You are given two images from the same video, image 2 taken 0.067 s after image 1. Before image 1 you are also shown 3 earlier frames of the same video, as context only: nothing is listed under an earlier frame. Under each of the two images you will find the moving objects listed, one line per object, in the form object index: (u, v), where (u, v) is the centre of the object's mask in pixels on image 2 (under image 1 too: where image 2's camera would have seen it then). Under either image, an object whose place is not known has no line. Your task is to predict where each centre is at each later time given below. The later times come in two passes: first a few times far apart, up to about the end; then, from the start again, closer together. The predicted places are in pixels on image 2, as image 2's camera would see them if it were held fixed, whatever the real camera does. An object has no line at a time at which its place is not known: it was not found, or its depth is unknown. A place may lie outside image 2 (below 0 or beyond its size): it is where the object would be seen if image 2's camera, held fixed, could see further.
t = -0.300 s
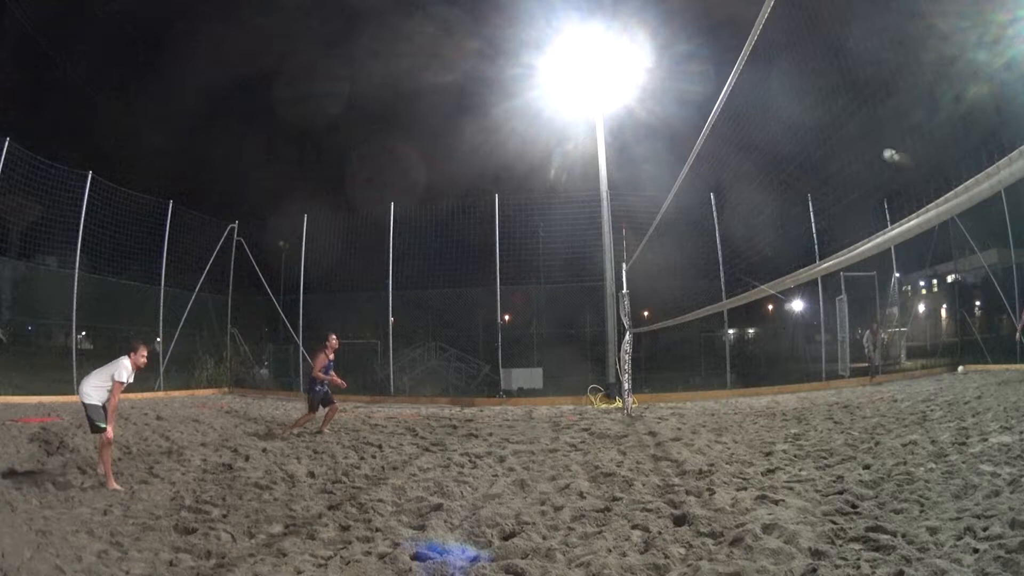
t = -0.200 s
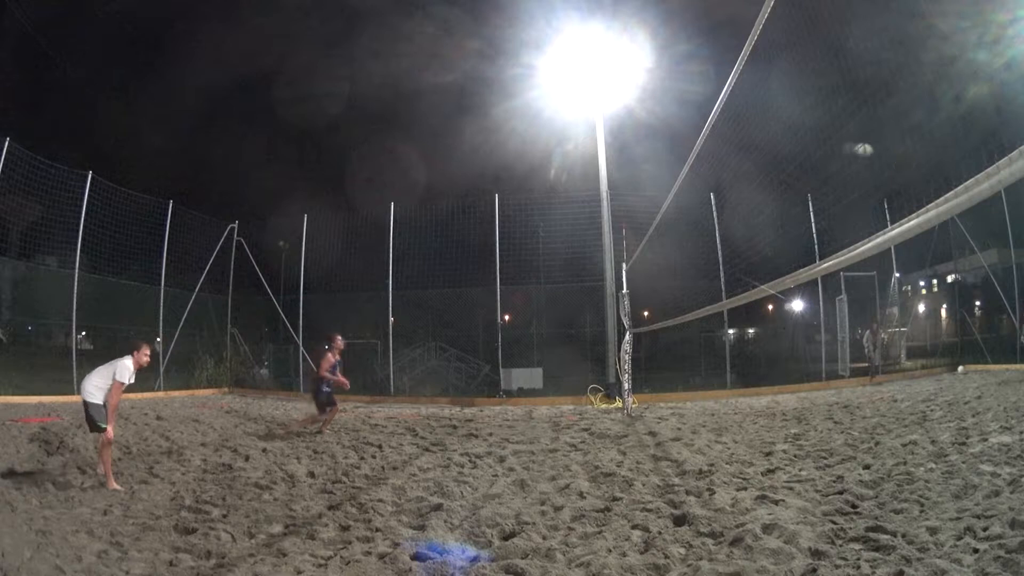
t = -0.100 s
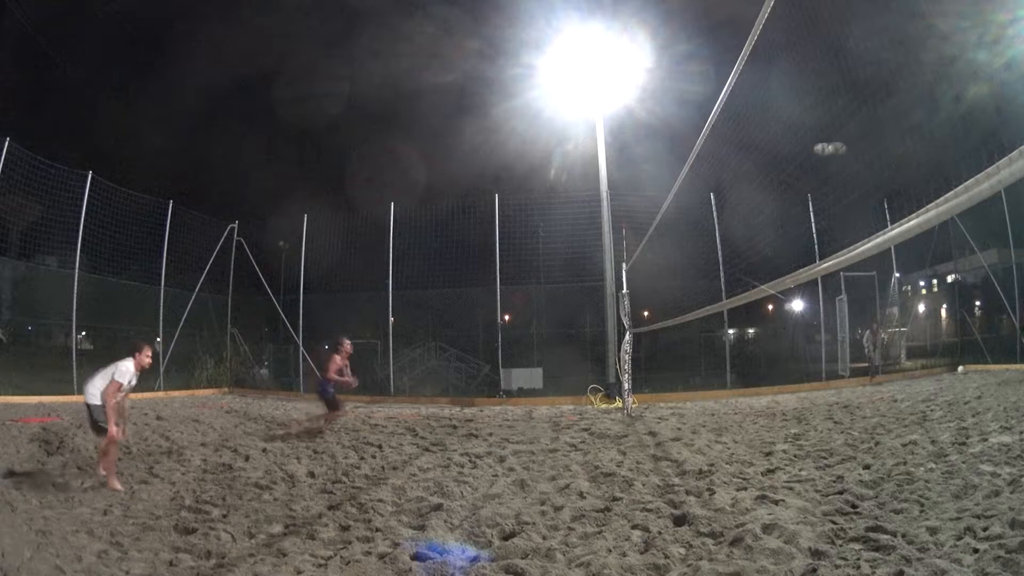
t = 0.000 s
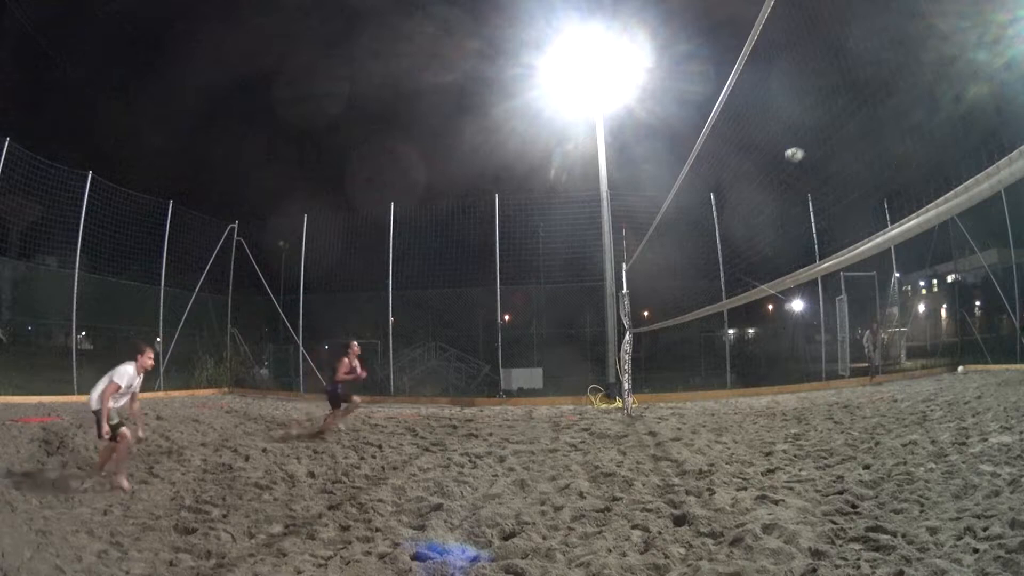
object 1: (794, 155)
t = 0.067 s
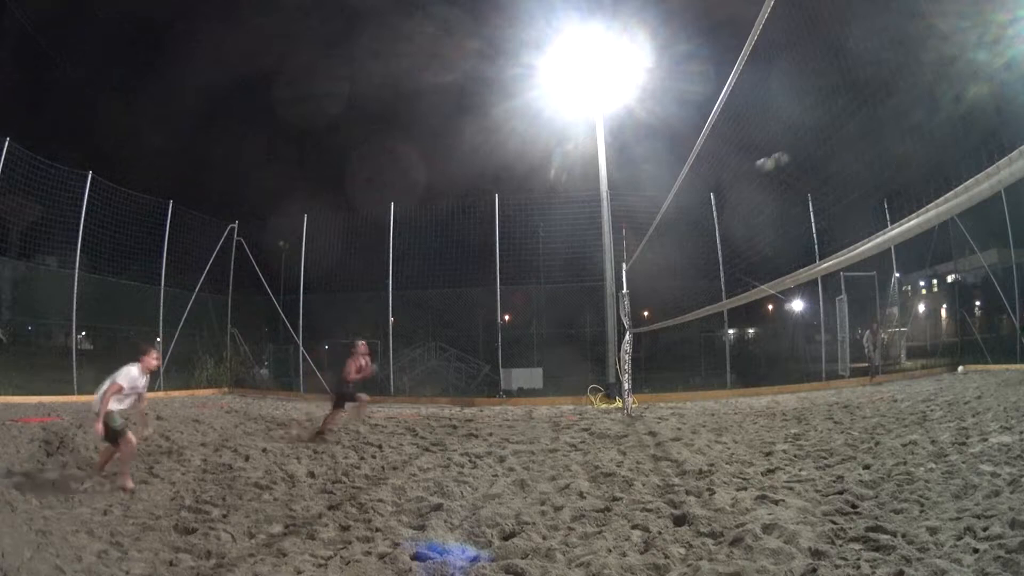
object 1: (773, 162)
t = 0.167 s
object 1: (735, 179)
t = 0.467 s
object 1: (637, 267)
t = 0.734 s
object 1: (648, 336)
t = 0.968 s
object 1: (678, 396)
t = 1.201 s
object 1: (694, 424)
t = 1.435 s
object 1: (696, 423)
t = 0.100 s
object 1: (758, 168)
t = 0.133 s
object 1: (745, 173)
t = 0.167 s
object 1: (735, 179)
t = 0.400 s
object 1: (639, 256)
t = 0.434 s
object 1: (639, 259)
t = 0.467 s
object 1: (637, 267)
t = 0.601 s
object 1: (634, 303)
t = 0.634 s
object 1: (636, 314)
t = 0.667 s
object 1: (639, 323)
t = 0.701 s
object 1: (645, 331)
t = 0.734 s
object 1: (648, 336)
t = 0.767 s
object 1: (653, 344)
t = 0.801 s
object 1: (656, 349)
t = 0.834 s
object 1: (661, 361)
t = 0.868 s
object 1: (667, 372)
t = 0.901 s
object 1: (669, 378)
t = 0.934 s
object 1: (673, 385)
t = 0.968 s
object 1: (678, 396)
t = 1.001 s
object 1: (682, 413)
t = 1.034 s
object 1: (689, 425)
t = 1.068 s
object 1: (691, 426)
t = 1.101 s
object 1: (692, 426)
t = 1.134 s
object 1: (693, 425)
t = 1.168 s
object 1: (694, 424)
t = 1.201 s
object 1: (694, 424)
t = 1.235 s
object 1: (694, 424)
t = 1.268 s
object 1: (695, 423)
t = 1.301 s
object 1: (695, 423)
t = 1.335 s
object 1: (695, 423)
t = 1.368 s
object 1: (695, 423)
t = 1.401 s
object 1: (695, 423)
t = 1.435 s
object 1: (696, 423)
